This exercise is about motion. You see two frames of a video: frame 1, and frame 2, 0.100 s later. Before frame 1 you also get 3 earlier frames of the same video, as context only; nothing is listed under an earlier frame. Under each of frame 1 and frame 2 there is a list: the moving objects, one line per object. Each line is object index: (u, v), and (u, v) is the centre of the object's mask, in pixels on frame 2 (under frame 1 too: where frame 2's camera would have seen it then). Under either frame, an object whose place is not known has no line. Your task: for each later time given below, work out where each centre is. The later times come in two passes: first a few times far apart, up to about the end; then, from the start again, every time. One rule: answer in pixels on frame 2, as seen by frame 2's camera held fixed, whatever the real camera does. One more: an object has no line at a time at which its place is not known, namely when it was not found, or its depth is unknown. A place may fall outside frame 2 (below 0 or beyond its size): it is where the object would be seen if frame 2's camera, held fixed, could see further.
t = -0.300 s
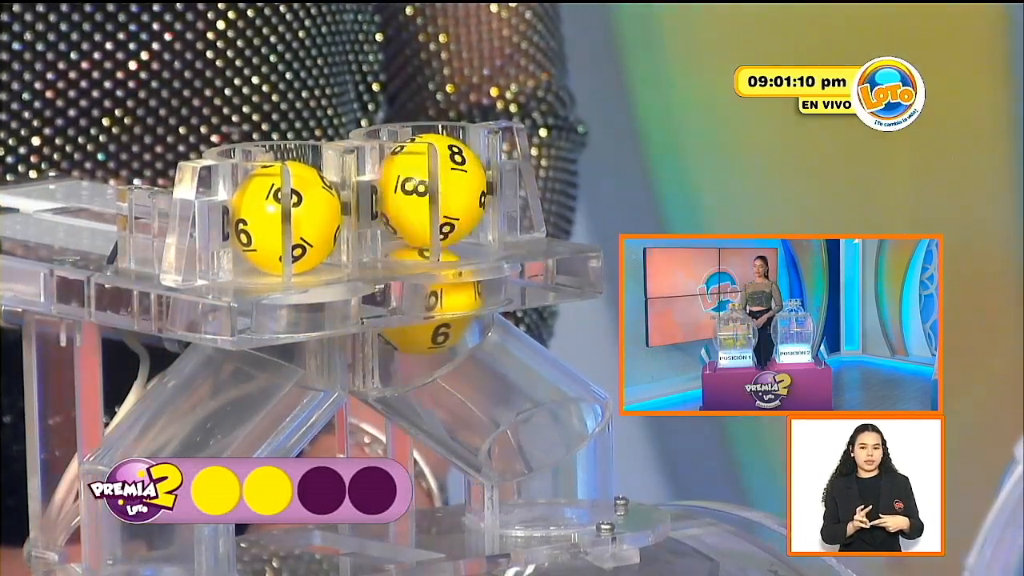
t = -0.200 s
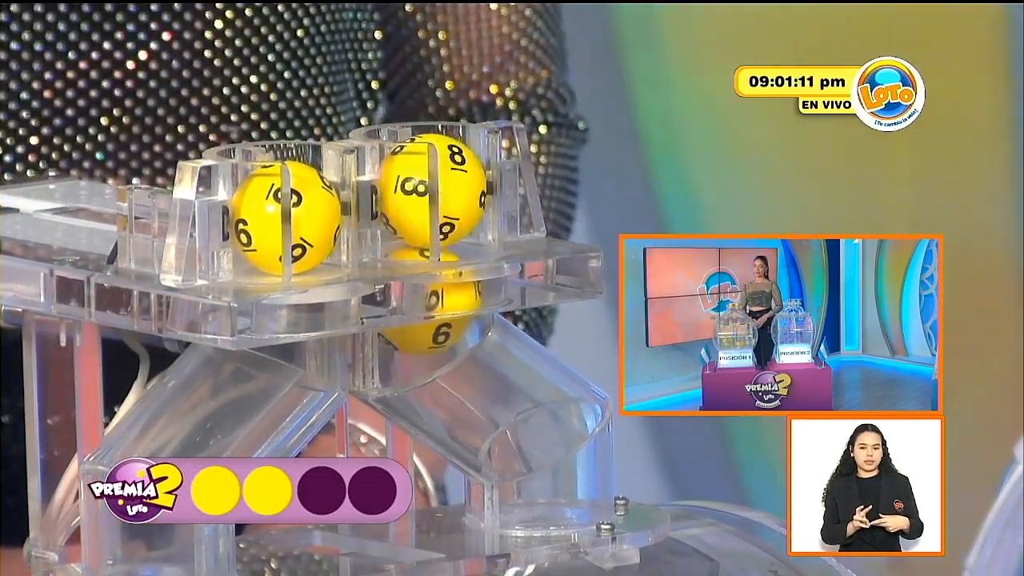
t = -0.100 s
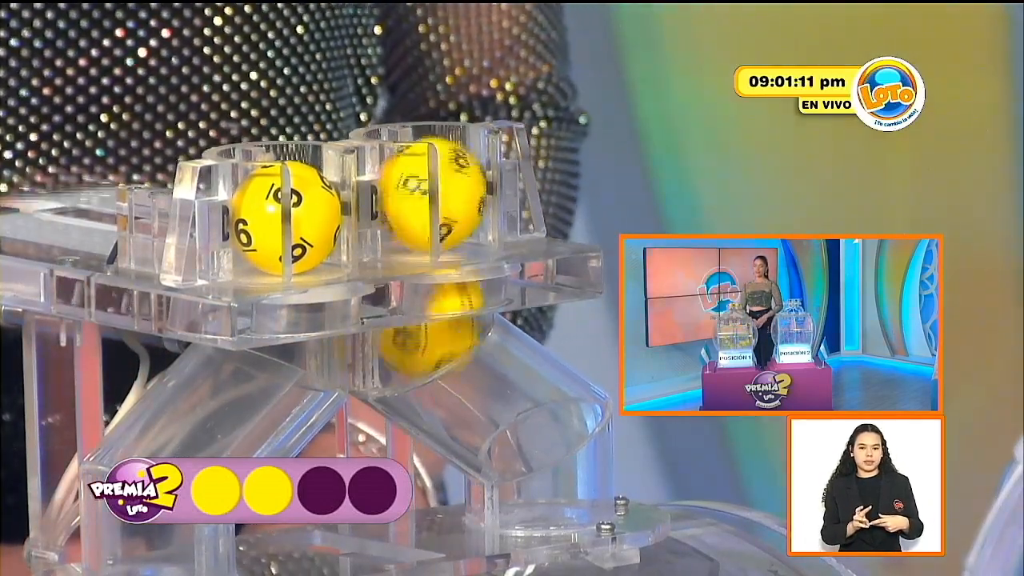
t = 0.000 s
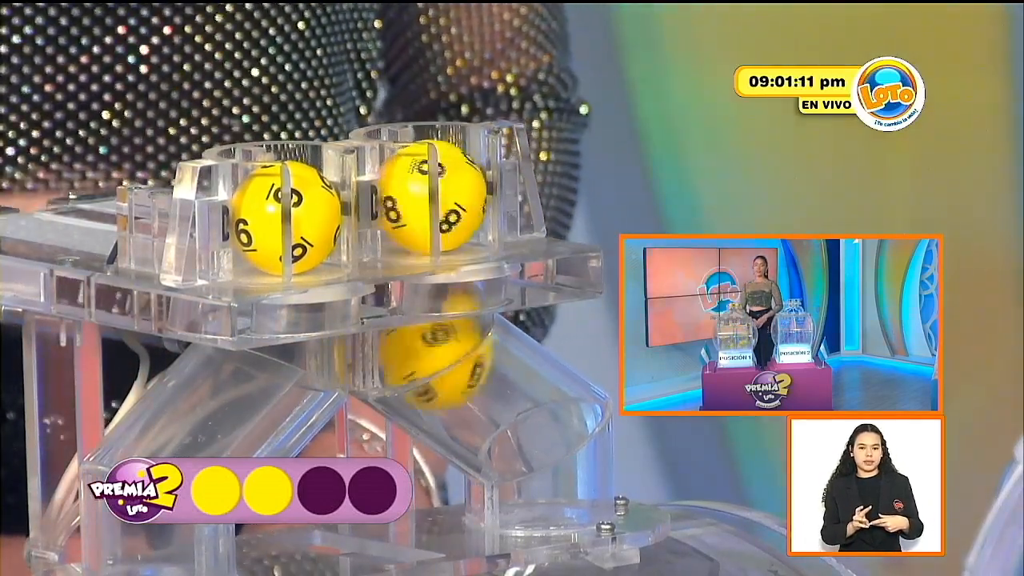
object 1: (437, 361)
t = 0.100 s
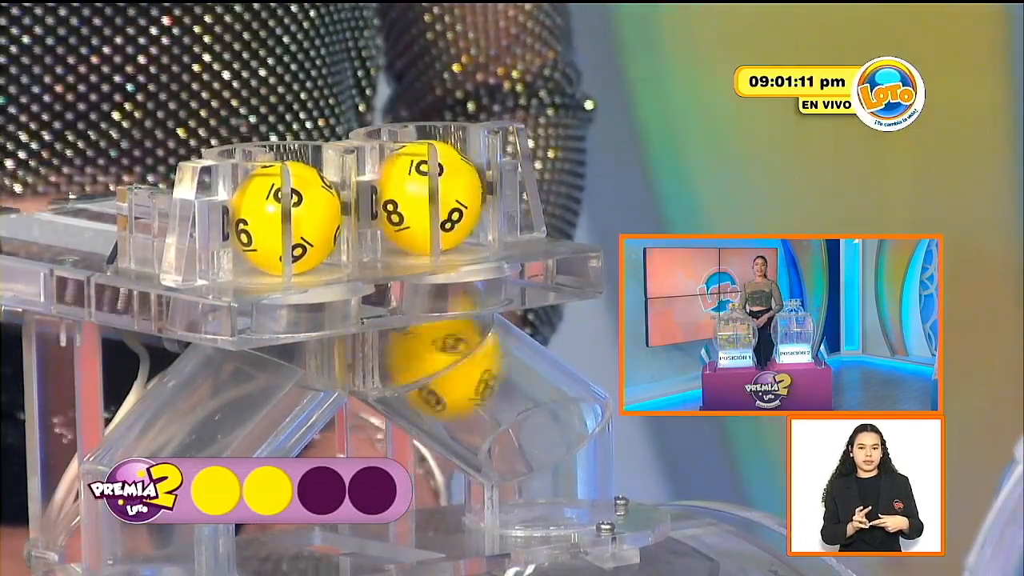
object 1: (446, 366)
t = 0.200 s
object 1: (497, 398)
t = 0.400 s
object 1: (546, 477)
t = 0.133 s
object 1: (453, 370)
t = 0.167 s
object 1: (468, 377)
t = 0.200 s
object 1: (497, 398)
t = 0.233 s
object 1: (519, 414)
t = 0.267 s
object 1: (539, 436)
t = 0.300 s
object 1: (542, 453)
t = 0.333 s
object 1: (544, 459)
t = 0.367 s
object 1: (544, 466)
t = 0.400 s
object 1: (546, 477)
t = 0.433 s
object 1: (546, 489)
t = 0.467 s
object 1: (544, 504)
